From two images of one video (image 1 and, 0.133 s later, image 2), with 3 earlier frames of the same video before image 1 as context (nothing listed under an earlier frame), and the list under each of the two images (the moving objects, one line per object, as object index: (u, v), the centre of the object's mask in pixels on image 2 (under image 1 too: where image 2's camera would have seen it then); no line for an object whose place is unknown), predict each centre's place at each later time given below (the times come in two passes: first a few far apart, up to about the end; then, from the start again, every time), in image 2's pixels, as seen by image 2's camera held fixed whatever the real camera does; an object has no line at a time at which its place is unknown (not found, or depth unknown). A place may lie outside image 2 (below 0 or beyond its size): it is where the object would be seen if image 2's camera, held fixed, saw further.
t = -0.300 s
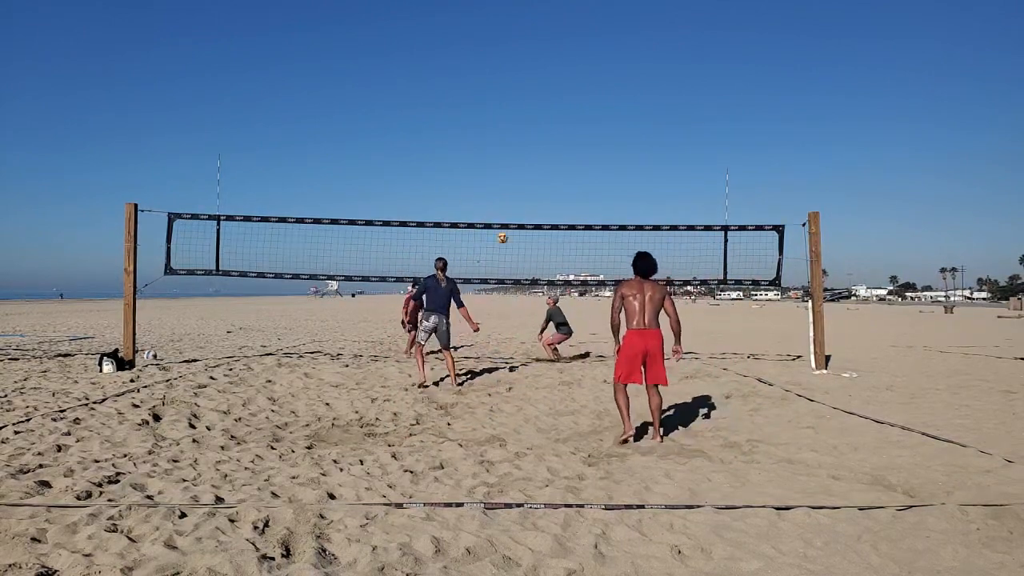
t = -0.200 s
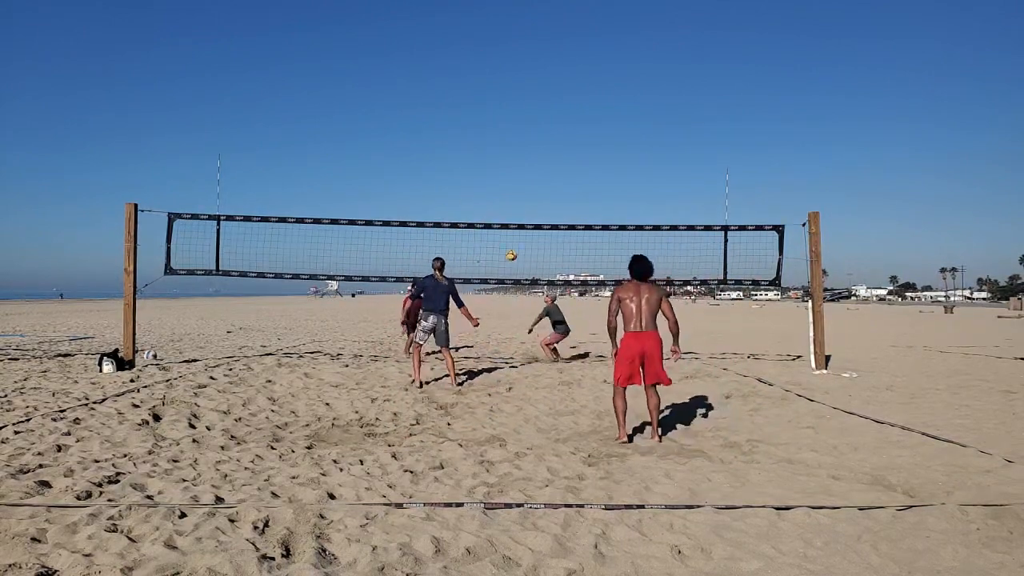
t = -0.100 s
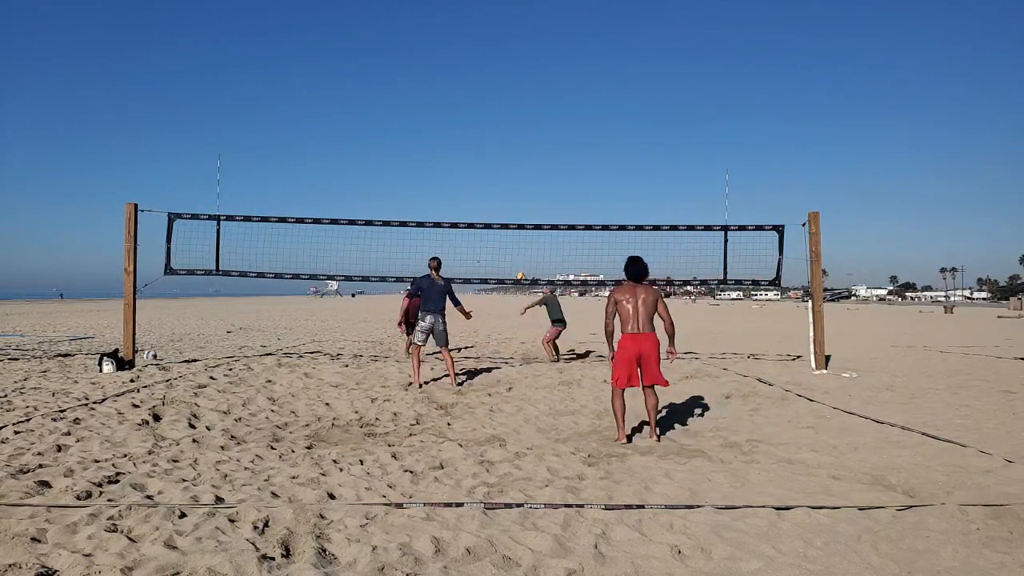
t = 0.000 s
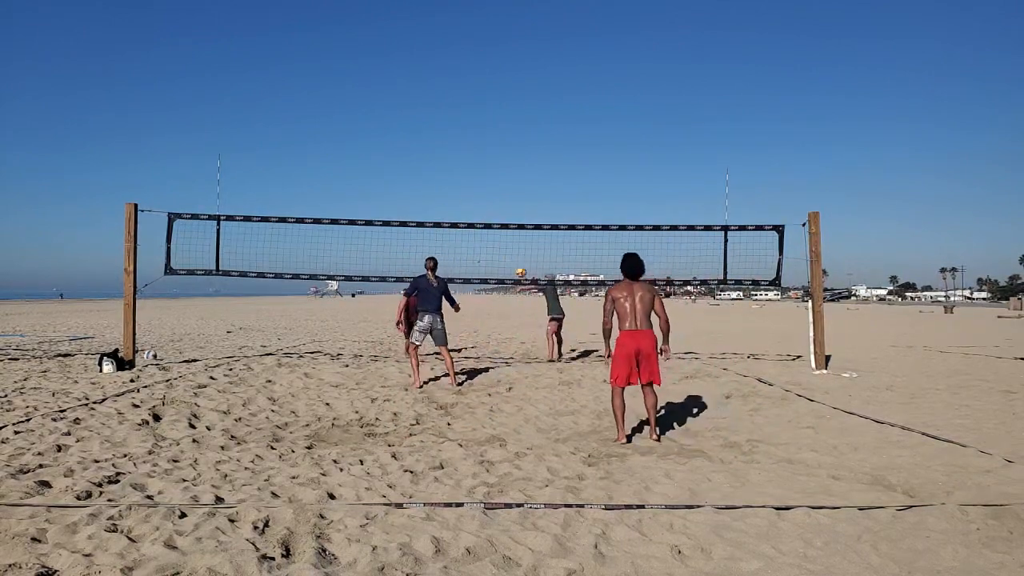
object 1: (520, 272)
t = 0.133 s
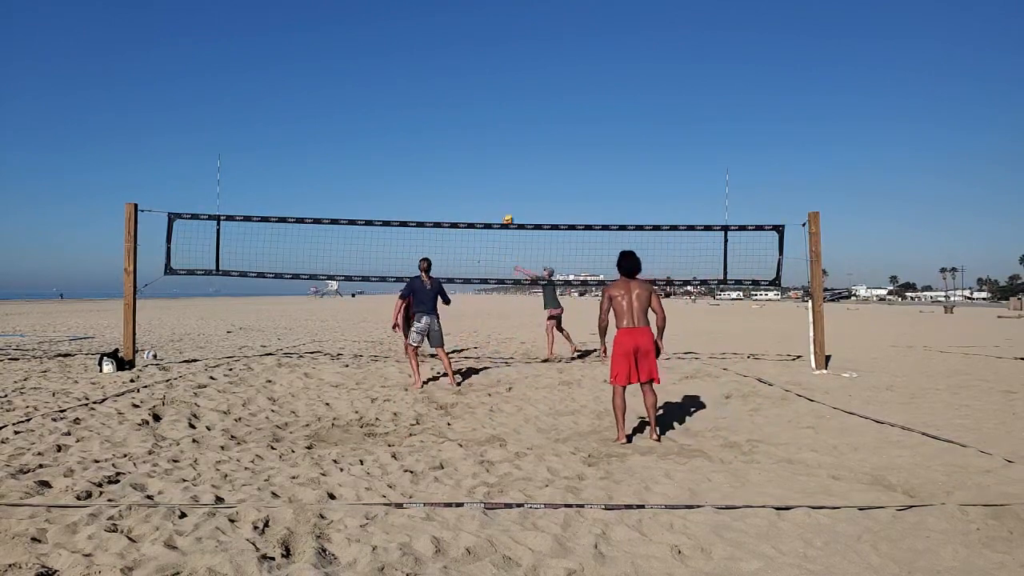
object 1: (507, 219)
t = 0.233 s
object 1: (498, 186)
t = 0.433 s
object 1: (481, 133)
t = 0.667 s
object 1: (462, 98)
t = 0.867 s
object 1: (447, 92)
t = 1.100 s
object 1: (431, 111)
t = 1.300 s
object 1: (417, 150)
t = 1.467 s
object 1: (408, 198)
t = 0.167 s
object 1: (504, 208)
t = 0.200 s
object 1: (501, 197)
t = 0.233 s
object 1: (498, 186)
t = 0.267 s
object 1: (495, 176)
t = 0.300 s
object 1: (492, 166)
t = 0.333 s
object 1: (489, 157)
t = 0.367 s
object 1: (486, 149)
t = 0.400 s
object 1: (484, 141)
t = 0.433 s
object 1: (481, 133)
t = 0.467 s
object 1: (477, 126)
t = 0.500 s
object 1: (475, 121)
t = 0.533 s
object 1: (473, 115)
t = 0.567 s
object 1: (470, 110)
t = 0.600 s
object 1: (468, 105)
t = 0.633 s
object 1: (466, 102)
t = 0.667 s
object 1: (462, 98)
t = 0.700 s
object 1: (460, 96)
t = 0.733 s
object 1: (458, 94)
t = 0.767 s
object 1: (455, 93)
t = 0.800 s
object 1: (453, 92)
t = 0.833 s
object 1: (450, 91)
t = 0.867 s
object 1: (447, 92)
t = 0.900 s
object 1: (445, 93)
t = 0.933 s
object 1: (443, 94)
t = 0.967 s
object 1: (440, 96)
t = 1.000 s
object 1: (437, 99)
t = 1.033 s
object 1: (435, 103)
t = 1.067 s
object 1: (433, 107)
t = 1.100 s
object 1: (431, 111)
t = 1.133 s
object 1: (428, 116)
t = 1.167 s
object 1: (426, 122)
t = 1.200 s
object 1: (423, 128)
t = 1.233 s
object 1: (421, 135)
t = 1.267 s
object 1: (419, 142)
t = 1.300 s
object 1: (417, 150)
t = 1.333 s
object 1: (415, 159)
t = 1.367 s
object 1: (413, 168)
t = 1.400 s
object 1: (411, 178)
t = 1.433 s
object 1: (410, 188)
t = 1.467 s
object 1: (408, 198)
